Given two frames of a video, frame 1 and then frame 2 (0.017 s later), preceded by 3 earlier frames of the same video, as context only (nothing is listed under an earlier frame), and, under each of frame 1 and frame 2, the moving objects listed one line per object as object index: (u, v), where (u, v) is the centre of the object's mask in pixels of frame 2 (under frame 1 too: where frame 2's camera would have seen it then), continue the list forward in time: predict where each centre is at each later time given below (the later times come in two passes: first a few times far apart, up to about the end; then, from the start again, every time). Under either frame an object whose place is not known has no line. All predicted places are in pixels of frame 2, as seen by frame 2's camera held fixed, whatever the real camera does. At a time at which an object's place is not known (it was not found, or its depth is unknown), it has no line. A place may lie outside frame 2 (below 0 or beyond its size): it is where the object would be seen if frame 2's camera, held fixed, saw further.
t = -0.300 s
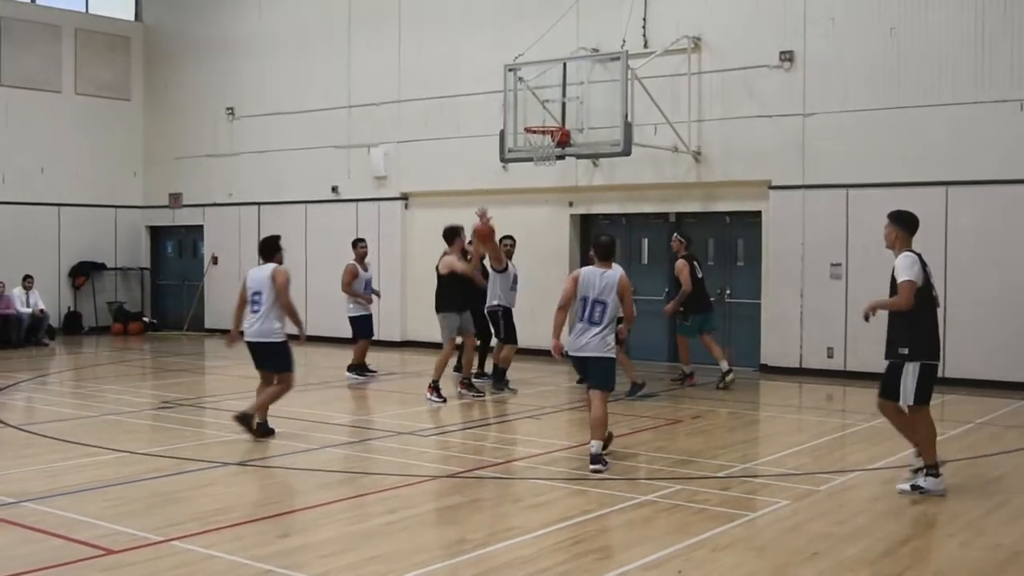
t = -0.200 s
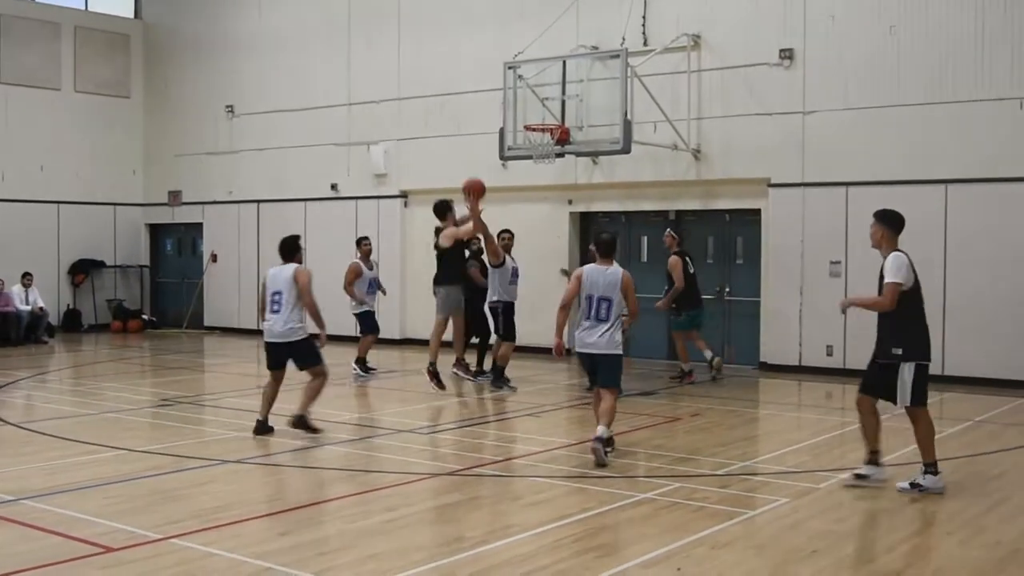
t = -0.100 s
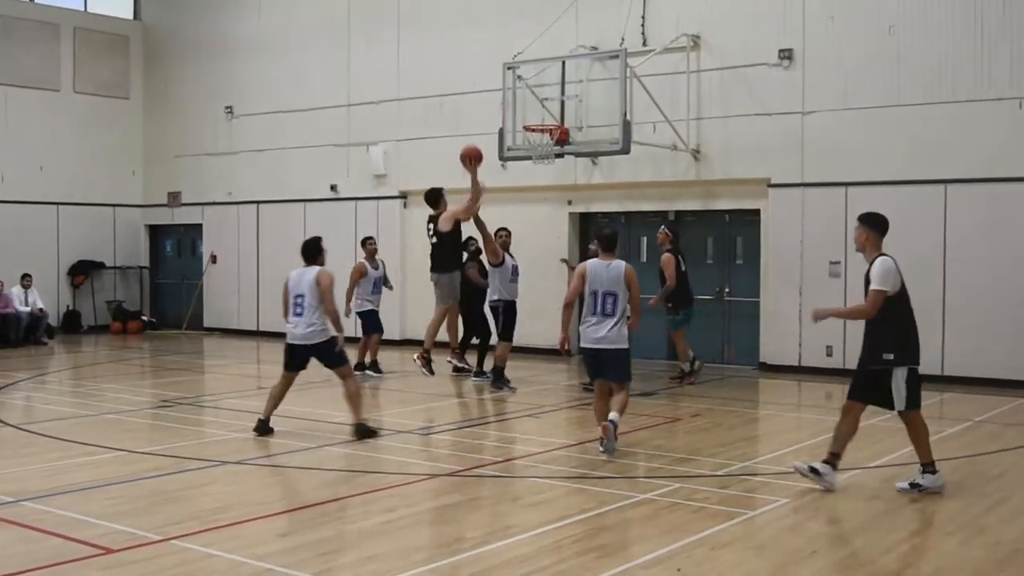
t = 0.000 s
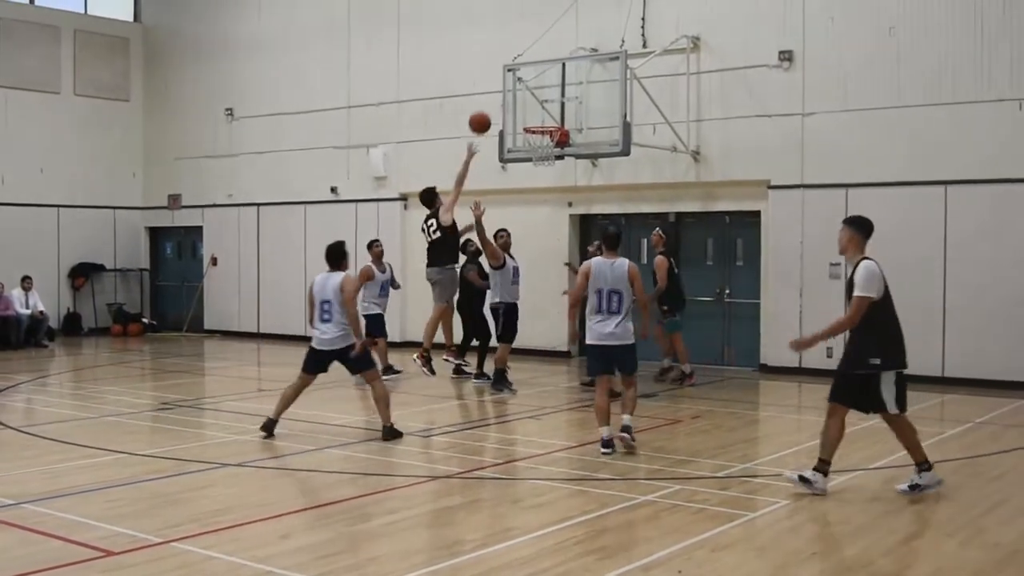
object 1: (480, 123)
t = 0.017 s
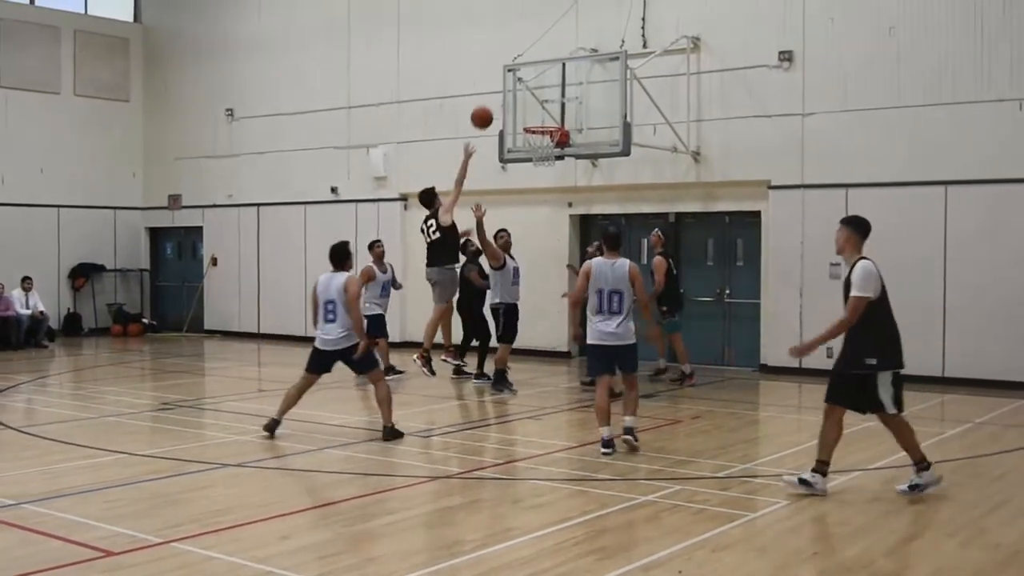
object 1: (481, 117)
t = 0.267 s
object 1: (507, 74)
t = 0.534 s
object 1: (532, 89)
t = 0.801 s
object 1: (531, 119)
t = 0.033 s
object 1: (483, 113)
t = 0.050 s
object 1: (485, 108)
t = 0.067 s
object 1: (487, 104)
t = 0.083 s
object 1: (489, 100)
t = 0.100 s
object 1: (490, 96)
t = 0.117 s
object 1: (492, 93)
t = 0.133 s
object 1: (494, 90)
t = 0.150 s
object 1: (496, 87)
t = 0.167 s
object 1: (497, 84)
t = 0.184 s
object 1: (499, 82)
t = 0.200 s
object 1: (501, 80)
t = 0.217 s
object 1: (502, 78)
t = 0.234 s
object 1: (504, 76)
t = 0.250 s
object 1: (505, 75)
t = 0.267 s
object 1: (507, 74)
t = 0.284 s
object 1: (509, 73)
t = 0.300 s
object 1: (510, 73)
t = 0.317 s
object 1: (512, 72)
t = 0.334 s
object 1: (513, 72)
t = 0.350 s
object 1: (514, 72)
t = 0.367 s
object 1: (517, 73)
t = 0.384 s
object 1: (518, 73)
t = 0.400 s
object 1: (520, 74)
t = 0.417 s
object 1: (521, 75)
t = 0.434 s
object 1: (522, 77)
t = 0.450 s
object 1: (524, 78)
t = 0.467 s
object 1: (526, 80)
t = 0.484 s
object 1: (527, 82)
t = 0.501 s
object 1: (529, 84)
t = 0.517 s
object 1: (530, 86)
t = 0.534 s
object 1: (532, 89)
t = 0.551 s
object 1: (533, 92)
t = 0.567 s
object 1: (534, 95)
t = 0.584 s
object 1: (536, 98)
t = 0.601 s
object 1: (537, 101)
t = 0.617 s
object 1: (539, 105)
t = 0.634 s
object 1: (540, 109)
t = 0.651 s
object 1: (541, 113)
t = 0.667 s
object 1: (542, 117)
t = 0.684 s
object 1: (543, 121)
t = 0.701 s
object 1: (544, 122)
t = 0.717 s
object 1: (543, 121)
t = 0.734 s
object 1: (540, 121)
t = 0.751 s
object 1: (538, 120)
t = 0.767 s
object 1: (535, 120)
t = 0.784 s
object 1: (533, 119)
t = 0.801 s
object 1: (531, 119)
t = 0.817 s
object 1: (528, 119)
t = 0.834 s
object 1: (526, 120)
